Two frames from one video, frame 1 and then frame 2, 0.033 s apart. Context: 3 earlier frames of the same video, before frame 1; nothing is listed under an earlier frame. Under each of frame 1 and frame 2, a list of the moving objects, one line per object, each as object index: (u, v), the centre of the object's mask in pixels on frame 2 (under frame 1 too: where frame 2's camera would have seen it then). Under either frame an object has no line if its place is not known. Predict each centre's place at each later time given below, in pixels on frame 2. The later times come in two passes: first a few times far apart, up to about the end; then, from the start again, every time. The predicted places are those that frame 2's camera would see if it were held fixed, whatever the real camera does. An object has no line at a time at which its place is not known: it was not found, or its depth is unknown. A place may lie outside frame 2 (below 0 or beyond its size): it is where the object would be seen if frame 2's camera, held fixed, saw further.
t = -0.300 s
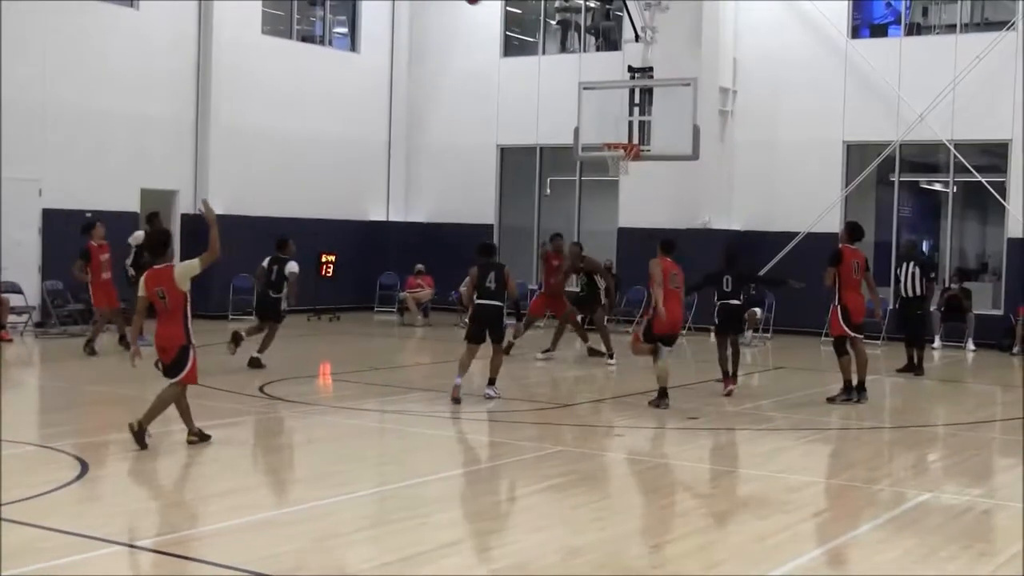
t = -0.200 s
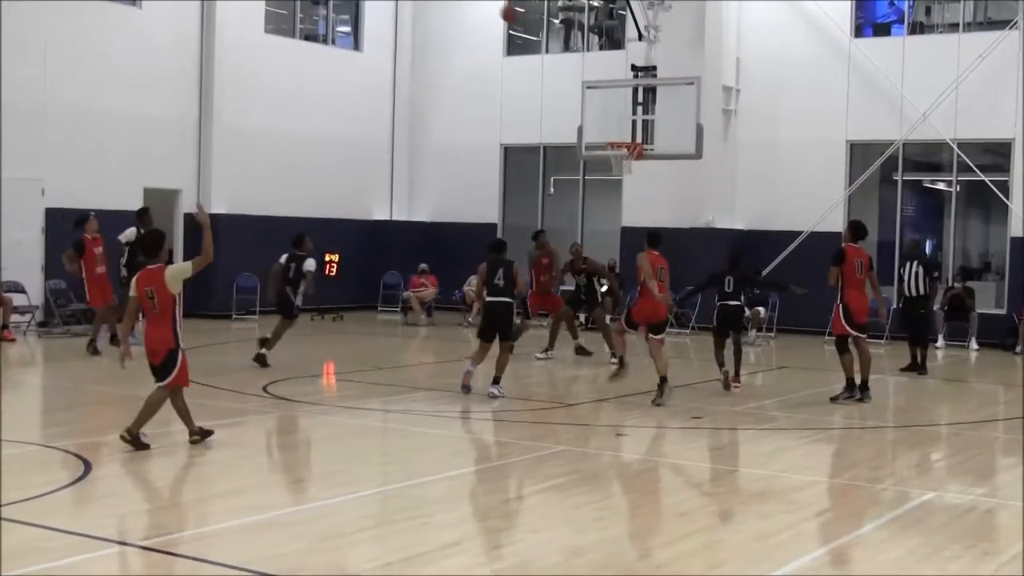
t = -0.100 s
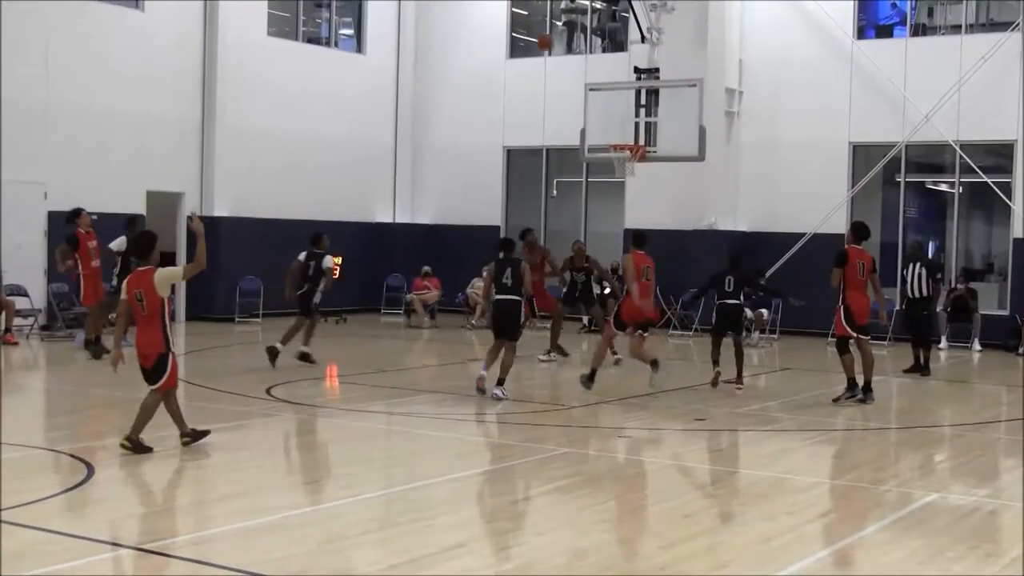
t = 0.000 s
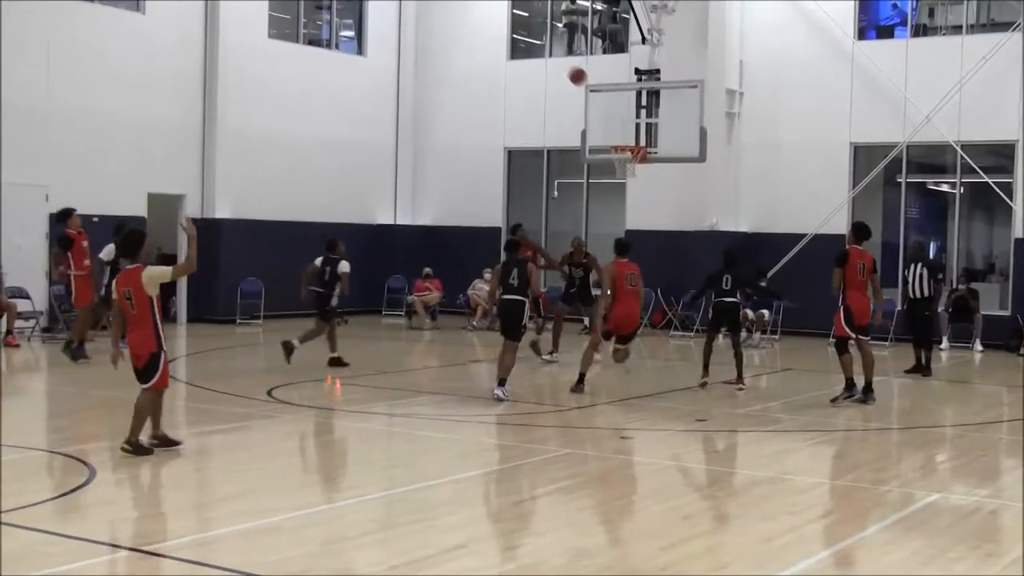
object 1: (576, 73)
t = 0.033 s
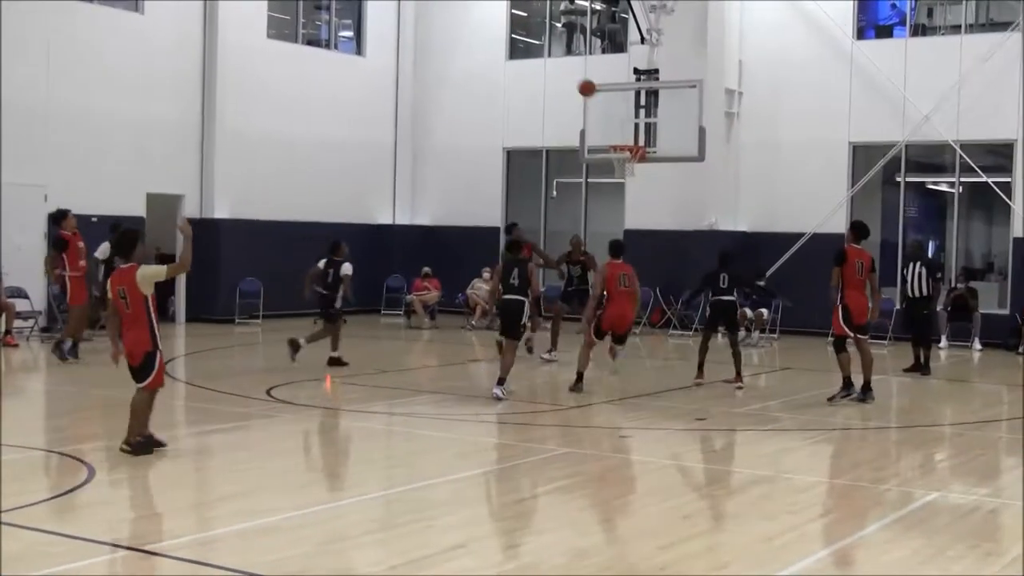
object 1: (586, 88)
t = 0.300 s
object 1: (644, 90)
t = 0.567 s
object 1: (684, 38)
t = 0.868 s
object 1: (725, 43)
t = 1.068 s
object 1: (750, 78)
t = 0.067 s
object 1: (593, 101)
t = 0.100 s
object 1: (605, 113)
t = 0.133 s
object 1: (615, 125)
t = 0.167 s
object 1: (625, 134)
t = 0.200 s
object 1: (628, 127)
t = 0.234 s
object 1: (634, 112)
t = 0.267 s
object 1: (639, 100)
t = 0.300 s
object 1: (644, 90)
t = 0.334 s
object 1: (652, 86)
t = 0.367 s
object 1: (655, 74)
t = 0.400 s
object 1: (659, 64)
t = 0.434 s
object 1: (665, 58)
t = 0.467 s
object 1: (670, 55)
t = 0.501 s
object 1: (674, 47)
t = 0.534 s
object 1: (679, 41)
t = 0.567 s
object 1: (684, 38)
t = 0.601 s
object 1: (689, 38)
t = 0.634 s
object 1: (693, 34)
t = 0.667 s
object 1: (698, 31)
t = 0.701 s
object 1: (702, 32)
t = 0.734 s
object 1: (707, 34)
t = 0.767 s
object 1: (710, 33)
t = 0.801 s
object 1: (715, 34)
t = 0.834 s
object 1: (720, 37)
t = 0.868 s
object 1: (725, 43)
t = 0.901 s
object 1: (728, 45)
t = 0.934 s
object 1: (733, 50)
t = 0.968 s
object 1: (737, 57)
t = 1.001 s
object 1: (741, 63)
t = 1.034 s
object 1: (746, 70)
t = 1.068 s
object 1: (750, 78)
